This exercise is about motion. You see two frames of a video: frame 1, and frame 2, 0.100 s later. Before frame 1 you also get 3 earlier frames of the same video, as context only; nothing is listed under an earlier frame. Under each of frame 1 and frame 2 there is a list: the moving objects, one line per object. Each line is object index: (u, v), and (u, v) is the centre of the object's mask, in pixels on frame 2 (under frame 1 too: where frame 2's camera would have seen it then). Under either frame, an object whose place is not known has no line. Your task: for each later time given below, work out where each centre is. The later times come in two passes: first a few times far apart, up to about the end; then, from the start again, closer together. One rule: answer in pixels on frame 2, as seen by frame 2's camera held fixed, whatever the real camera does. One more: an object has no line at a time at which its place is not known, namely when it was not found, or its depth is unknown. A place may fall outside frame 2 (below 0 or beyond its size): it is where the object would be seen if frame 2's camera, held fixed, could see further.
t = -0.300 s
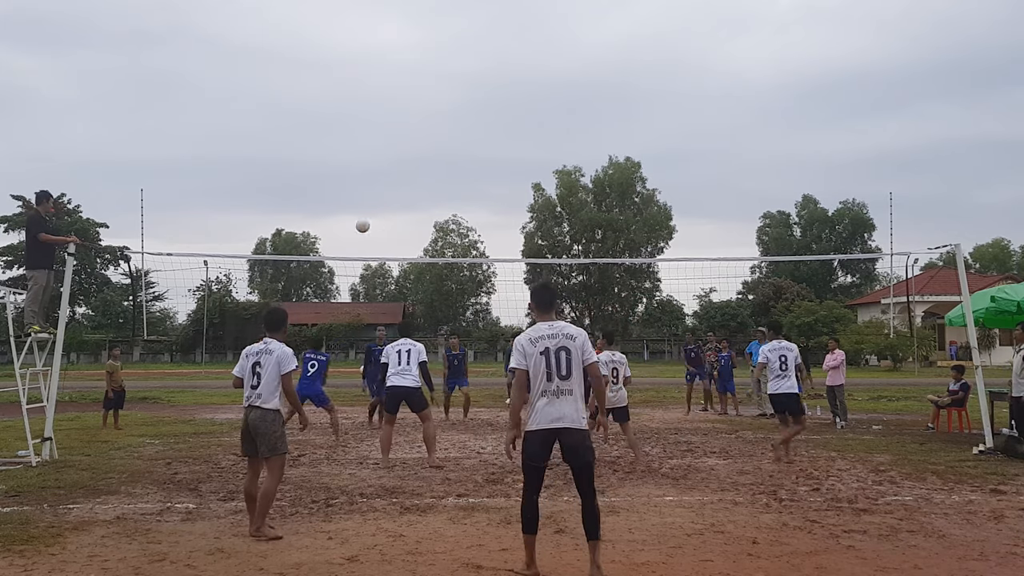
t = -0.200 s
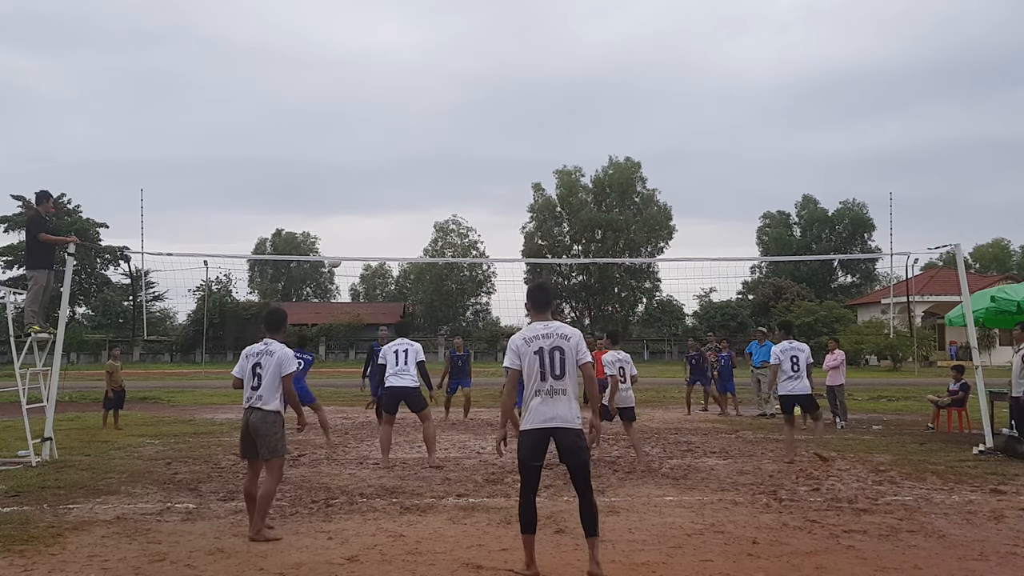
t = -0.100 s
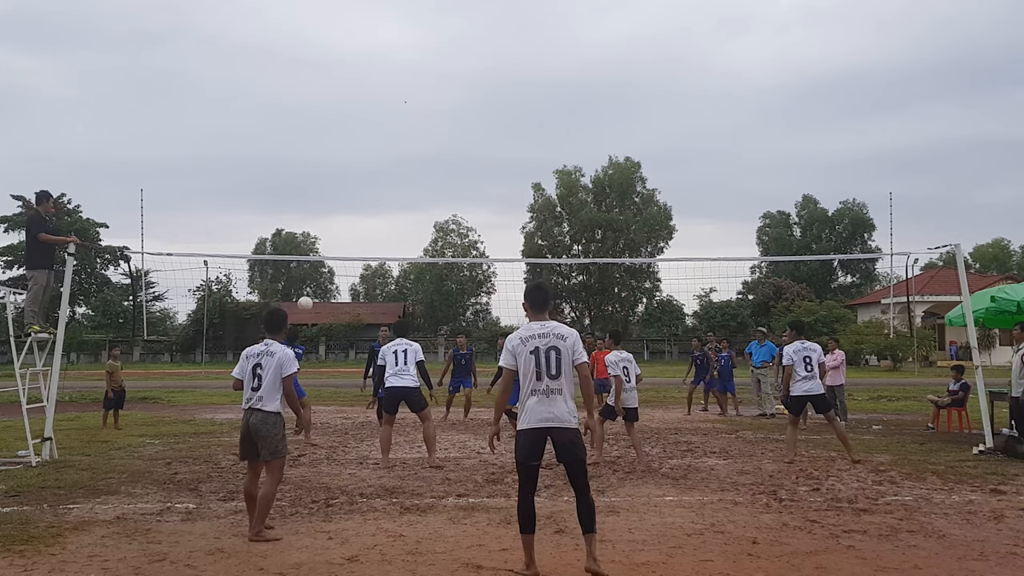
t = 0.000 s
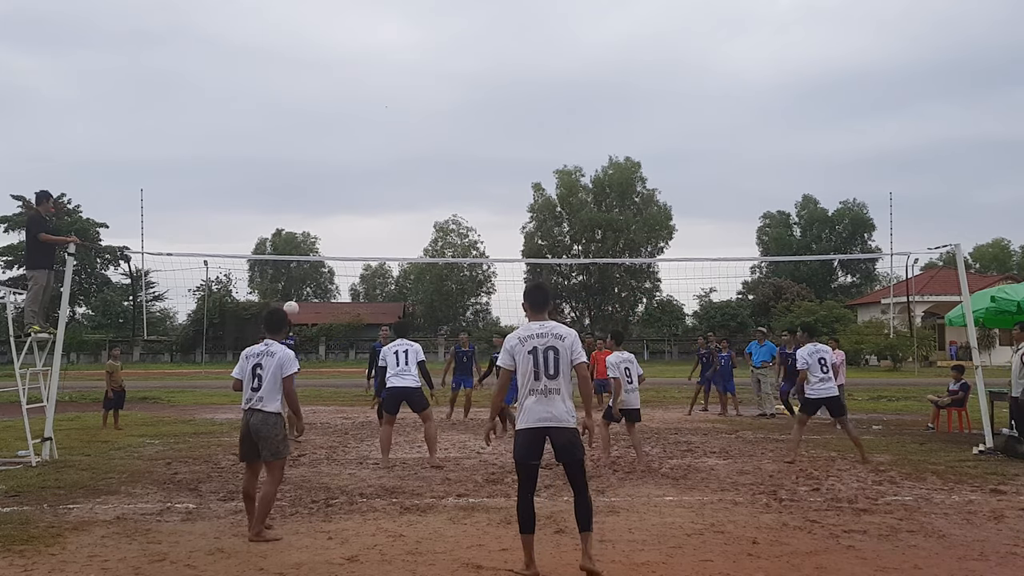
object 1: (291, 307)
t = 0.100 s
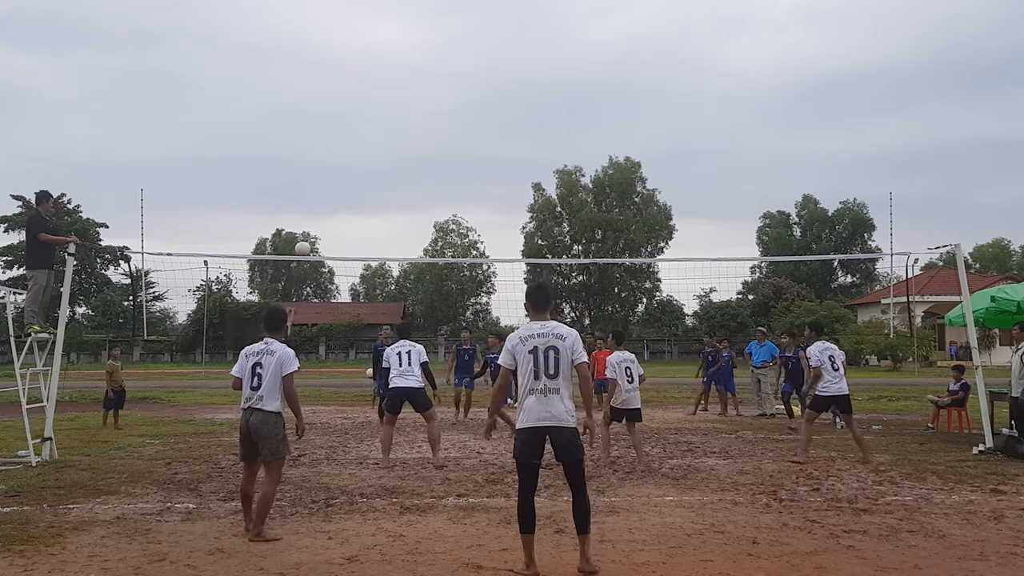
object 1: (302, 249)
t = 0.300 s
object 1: (325, 149)
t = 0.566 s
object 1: (355, 54)
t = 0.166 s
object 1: (310, 212)
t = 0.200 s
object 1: (314, 196)
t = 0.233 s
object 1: (317, 179)
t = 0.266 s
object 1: (322, 163)
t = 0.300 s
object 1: (325, 149)
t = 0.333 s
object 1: (329, 135)
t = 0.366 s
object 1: (333, 121)
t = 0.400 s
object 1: (336, 108)
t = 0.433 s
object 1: (340, 96)
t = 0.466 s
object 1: (344, 84)
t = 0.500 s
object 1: (348, 74)
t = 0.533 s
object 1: (351, 63)
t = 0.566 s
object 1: (355, 54)
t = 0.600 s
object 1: (359, 45)
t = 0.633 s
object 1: (362, 37)
